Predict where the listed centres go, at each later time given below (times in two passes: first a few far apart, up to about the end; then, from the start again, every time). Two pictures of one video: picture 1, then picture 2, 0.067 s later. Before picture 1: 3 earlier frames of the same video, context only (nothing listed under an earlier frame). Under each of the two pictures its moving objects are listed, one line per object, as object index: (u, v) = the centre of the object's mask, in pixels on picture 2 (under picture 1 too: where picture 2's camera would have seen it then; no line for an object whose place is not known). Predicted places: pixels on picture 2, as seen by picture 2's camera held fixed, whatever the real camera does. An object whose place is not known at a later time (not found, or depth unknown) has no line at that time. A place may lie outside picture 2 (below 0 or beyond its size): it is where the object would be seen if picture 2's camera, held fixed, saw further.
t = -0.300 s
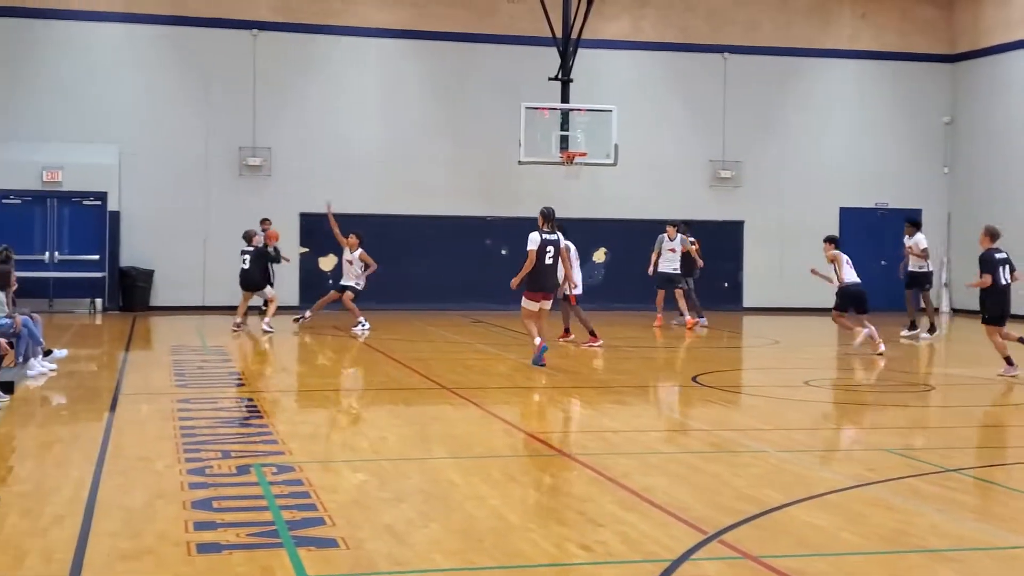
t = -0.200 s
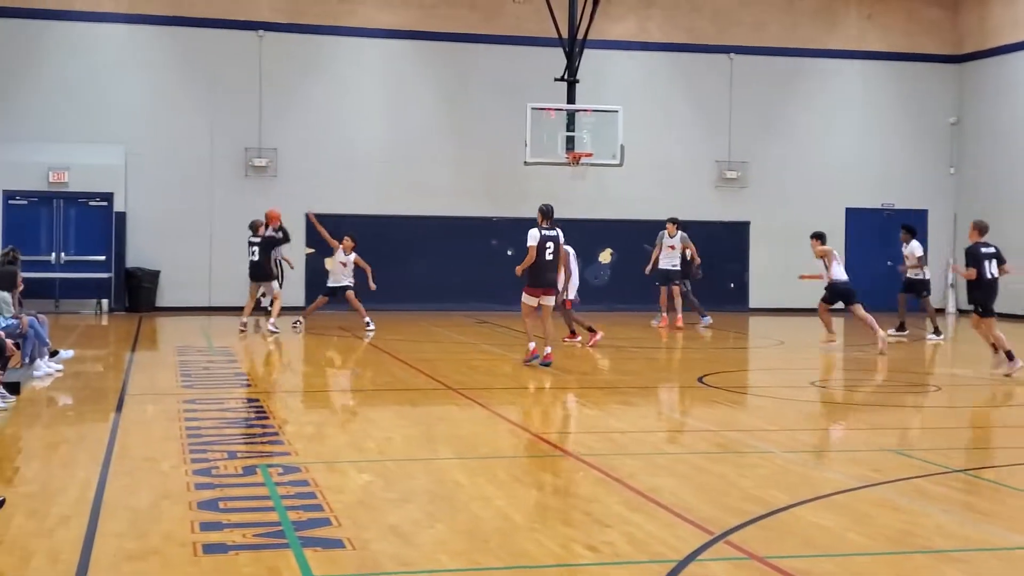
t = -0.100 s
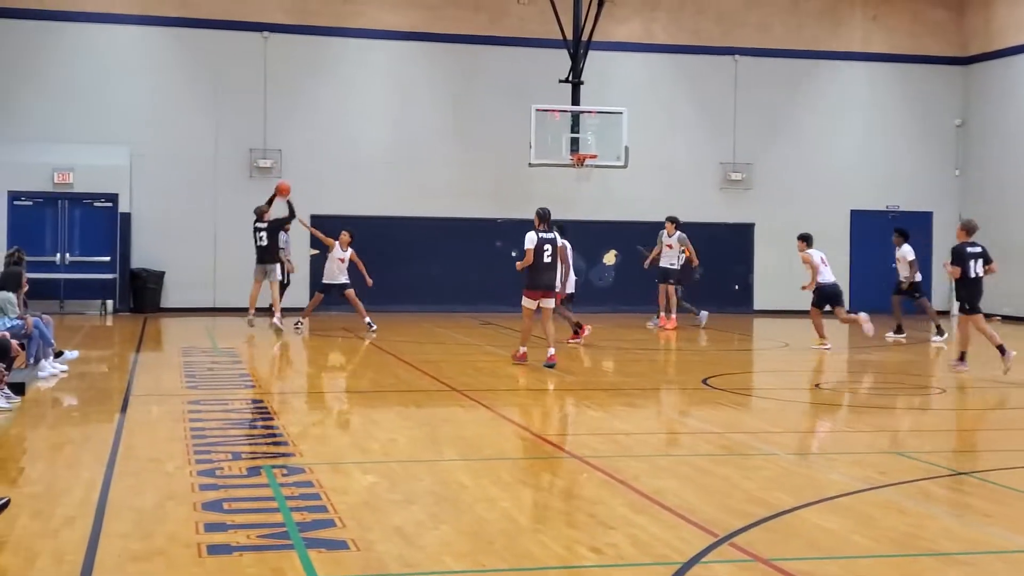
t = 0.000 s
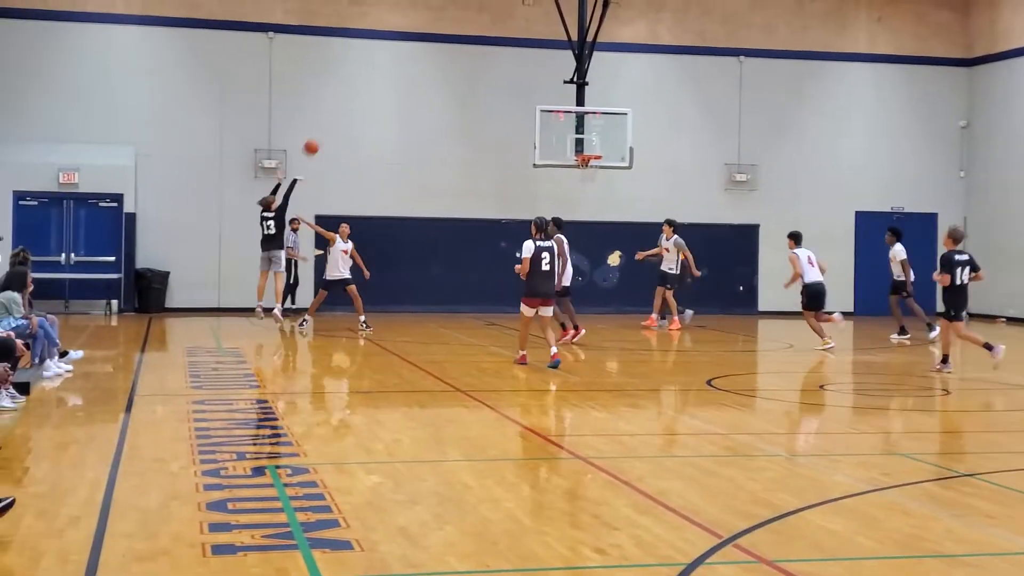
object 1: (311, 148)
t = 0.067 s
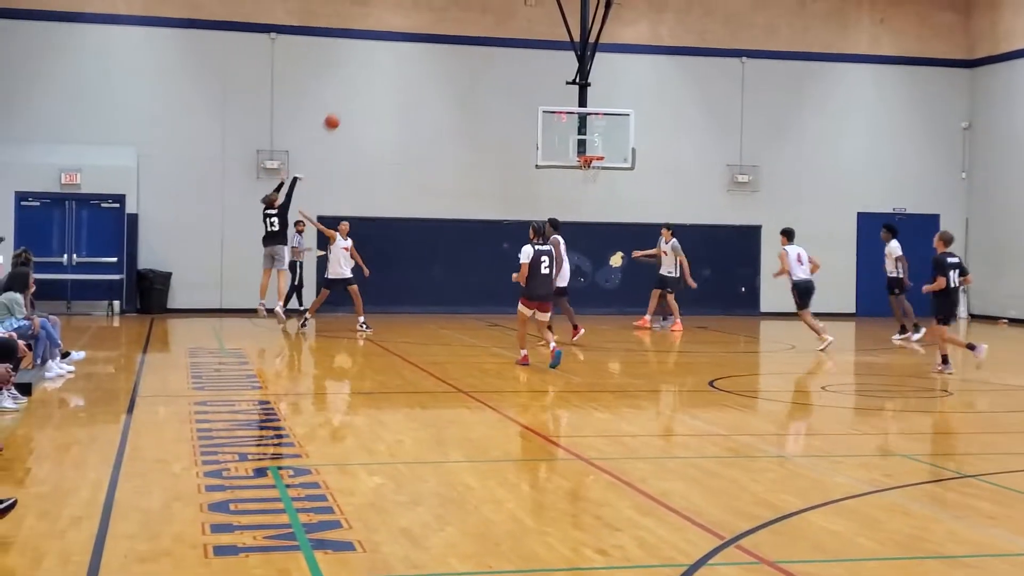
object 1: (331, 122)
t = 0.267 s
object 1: (388, 64)
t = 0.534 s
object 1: (454, 27)
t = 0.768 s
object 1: (506, 30)
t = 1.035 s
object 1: (559, 71)
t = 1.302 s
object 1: (605, 146)
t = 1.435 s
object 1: (617, 140)
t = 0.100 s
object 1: (341, 110)
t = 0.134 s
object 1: (351, 100)
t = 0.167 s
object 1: (361, 89)
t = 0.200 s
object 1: (370, 80)
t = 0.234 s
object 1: (378, 72)
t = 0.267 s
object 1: (388, 64)
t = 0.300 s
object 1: (397, 56)
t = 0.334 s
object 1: (406, 49)
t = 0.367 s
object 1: (413, 43)
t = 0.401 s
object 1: (421, 39)
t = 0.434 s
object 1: (429, 35)
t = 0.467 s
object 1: (438, 31)
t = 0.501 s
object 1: (446, 29)
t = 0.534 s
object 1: (454, 27)
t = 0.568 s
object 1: (462, 24)
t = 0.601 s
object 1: (469, 23)
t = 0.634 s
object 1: (477, 24)
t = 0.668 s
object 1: (485, 25)
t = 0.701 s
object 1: (492, 26)
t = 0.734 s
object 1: (499, 28)
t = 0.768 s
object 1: (506, 30)
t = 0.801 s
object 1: (514, 33)
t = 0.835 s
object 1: (521, 38)
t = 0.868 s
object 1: (529, 41)
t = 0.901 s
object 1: (534, 46)
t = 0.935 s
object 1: (540, 51)
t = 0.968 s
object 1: (547, 58)
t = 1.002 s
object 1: (553, 64)
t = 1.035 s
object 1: (559, 71)
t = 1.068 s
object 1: (565, 80)
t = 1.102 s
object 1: (571, 88)
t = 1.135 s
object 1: (577, 96)
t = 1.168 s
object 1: (582, 105)
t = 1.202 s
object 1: (588, 114)
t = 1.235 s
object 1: (593, 124)
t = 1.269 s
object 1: (599, 135)
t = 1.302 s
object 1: (605, 146)
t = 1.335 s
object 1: (610, 157)
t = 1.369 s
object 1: (613, 151)
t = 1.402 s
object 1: (615, 145)
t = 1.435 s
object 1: (617, 140)
